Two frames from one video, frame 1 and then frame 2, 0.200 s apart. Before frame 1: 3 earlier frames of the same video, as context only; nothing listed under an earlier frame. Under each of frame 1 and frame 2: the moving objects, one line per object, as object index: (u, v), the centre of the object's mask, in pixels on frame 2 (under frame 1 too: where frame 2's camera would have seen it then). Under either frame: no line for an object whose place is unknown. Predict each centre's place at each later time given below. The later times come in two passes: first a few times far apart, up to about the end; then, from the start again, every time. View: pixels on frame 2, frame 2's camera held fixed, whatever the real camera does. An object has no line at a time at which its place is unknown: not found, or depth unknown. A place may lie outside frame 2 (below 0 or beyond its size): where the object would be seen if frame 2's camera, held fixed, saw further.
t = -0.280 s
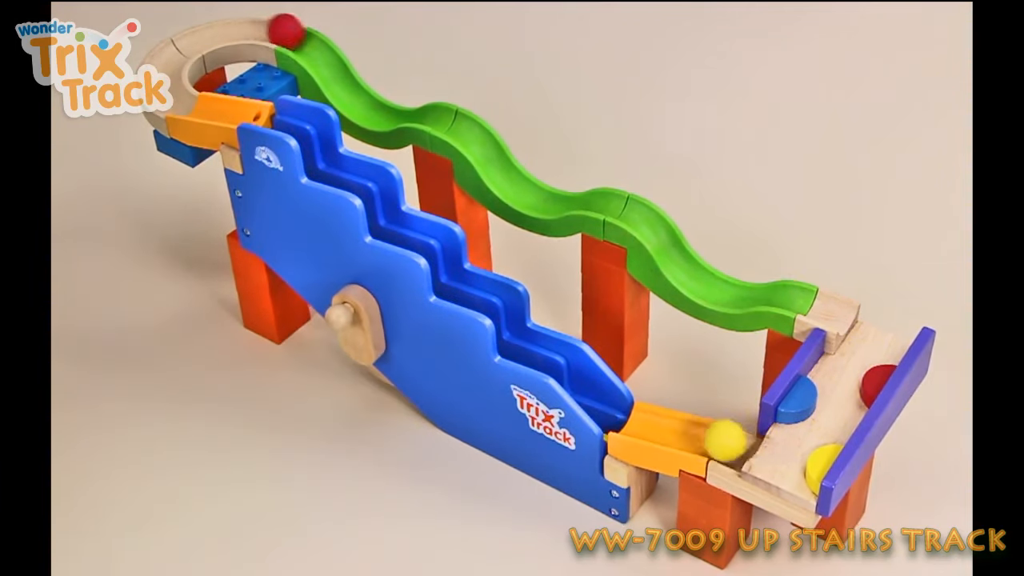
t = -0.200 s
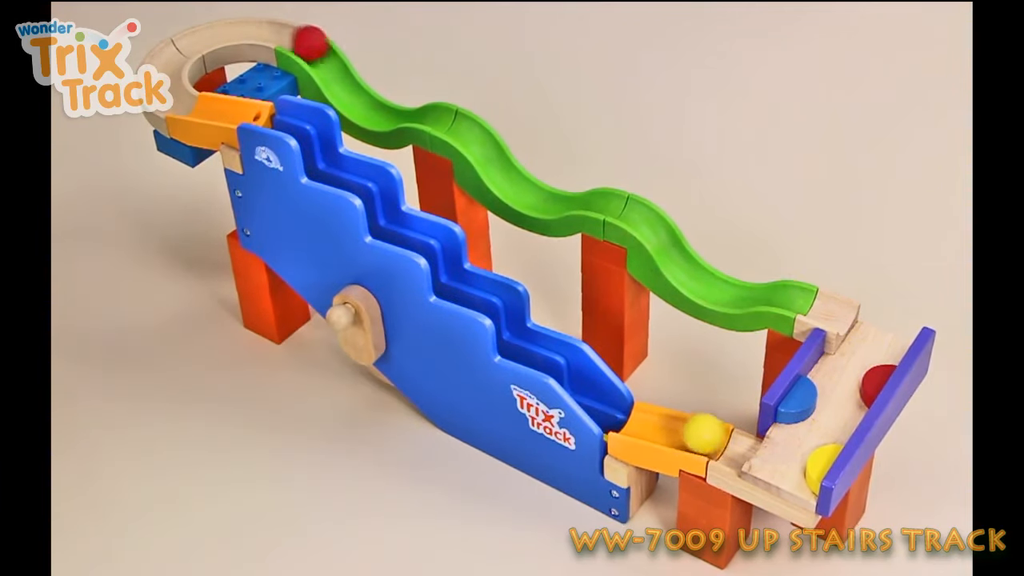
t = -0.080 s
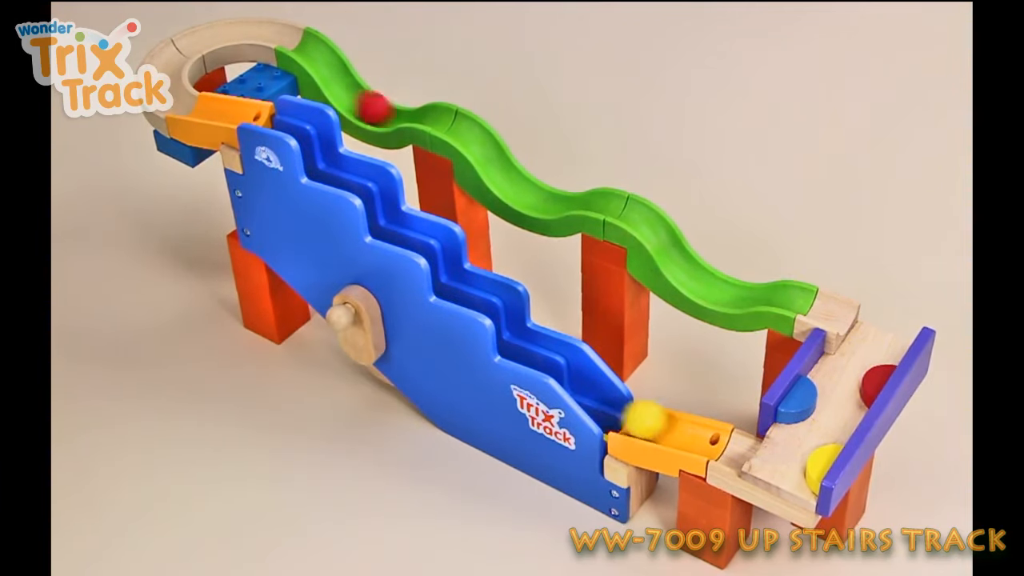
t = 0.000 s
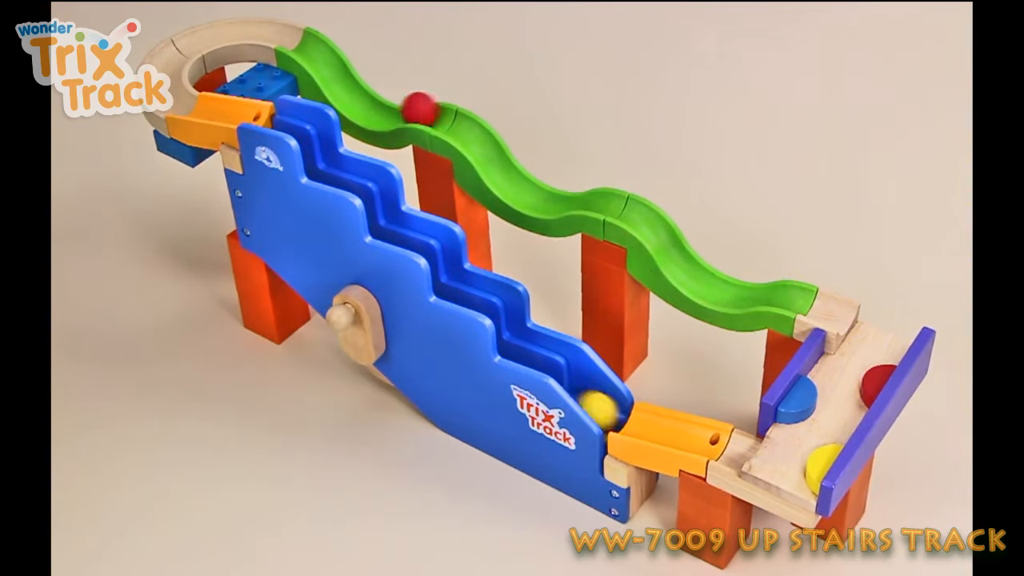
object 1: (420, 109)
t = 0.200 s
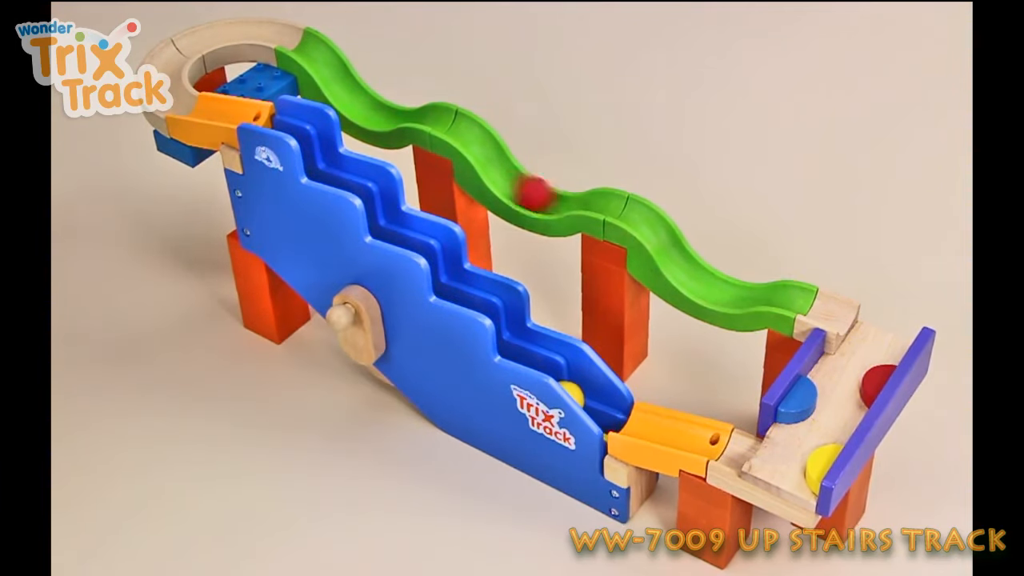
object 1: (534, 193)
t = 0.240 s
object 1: (569, 198)
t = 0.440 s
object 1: (703, 278)
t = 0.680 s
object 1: (888, 331)
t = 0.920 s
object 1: (863, 338)
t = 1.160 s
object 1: (841, 363)
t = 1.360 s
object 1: (841, 389)
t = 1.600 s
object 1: (816, 424)
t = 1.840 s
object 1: (760, 436)
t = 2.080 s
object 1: (678, 429)
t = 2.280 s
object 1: (601, 410)
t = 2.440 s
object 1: (601, 410)
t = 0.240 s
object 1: (569, 198)
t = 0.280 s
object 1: (595, 195)
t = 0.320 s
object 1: (620, 201)
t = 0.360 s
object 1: (645, 213)
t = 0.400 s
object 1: (671, 242)
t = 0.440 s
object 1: (703, 278)
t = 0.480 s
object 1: (746, 292)
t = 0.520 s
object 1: (777, 290)
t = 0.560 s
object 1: (807, 297)
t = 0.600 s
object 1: (832, 307)
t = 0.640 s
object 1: (858, 317)
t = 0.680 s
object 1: (888, 331)
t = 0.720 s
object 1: (880, 330)
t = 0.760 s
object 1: (867, 327)
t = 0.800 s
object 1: (863, 326)
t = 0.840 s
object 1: (863, 330)
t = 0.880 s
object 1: (863, 334)
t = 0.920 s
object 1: (863, 338)
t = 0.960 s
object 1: (863, 344)
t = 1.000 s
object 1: (861, 348)
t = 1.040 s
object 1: (857, 350)
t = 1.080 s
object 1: (852, 354)
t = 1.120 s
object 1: (846, 358)
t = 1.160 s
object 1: (841, 363)
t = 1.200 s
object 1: (834, 369)
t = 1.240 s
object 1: (835, 372)
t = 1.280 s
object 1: (838, 376)
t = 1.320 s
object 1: (839, 382)
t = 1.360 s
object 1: (841, 389)
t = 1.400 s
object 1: (843, 396)
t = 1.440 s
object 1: (843, 405)
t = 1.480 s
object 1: (841, 413)
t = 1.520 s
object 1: (833, 421)
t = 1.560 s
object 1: (825, 422)
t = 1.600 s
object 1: (816, 424)
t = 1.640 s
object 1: (806, 426)
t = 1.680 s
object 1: (796, 429)
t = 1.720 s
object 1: (785, 434)
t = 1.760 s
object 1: (772, 441)
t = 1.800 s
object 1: (766, 438)
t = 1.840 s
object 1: (760, 436)
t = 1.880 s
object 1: (749, 434)
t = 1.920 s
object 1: (734, 442)
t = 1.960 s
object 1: (722, 439)
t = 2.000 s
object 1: (709, 437)
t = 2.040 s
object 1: (696, 433)
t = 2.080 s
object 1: (678, 429)
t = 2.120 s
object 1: (659, 424)
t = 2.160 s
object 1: (635, 417)
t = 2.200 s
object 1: (611, 410)
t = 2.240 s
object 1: (601, 410)
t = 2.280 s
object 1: (601, 410)
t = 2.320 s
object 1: (601, 410)
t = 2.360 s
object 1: (601, 410)
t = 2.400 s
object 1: (601, 410)
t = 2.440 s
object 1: (601, 410)
